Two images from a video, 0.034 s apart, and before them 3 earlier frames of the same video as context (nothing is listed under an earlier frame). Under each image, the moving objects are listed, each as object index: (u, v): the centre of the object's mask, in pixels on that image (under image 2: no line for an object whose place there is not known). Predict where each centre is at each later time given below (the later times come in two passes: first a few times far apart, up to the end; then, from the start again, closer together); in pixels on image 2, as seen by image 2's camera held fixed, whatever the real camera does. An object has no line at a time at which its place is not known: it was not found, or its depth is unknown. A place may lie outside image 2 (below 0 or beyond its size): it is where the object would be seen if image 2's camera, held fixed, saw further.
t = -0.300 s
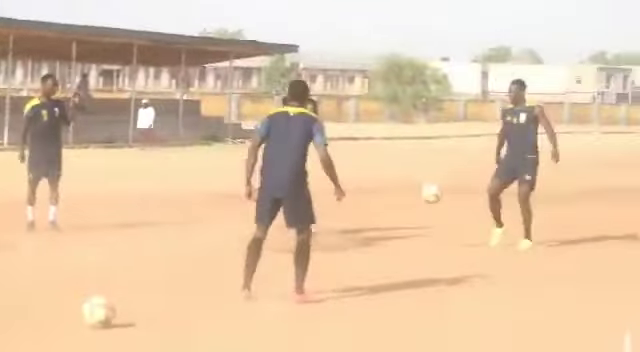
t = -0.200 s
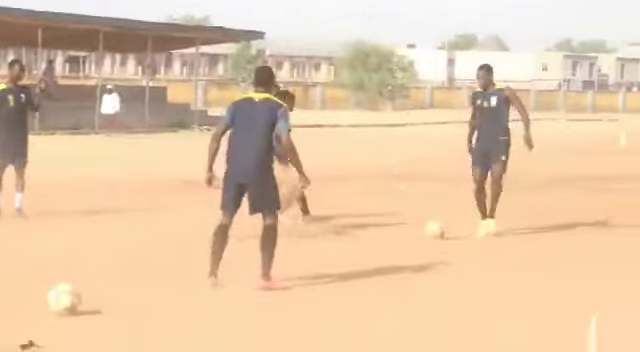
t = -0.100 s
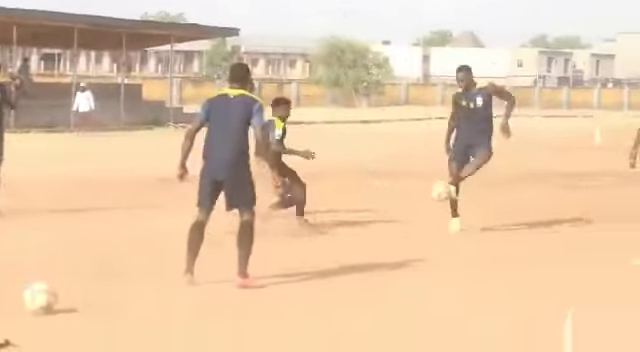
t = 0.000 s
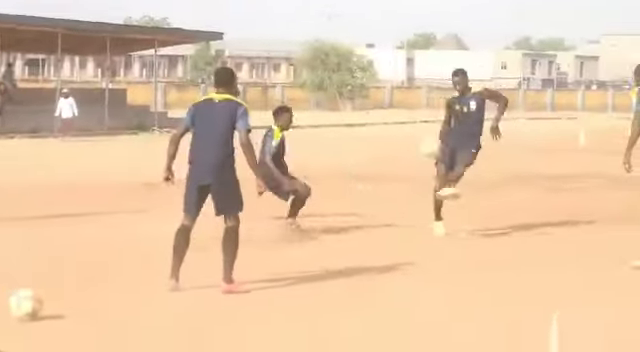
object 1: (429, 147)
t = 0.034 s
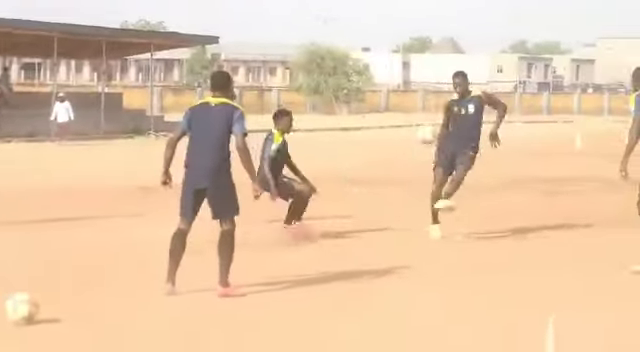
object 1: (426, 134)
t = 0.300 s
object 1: (431, 37)
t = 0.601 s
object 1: (427, -6)
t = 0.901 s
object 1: (421, 64)
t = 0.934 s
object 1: (419, 80)
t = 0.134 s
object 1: (427, 89)
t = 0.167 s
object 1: (433, 79)
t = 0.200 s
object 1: (428, 65)
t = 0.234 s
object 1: (428, 53)
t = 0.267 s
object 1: (433, 46)
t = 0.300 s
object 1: (431, 37)
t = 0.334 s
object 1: (430, 28)
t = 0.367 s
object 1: (430, 20)
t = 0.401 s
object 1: (430, 13)
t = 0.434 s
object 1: (429, 6)
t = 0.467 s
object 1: (427, 2)
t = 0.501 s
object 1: (427, -1)
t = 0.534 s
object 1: (427, -3)
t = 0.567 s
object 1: (427, -5)
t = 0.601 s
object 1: (427, -6)
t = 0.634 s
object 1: (426, -3)
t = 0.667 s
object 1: (426, -1)
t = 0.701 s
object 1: (424, 4)
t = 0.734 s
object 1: (425, 11)
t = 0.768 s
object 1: (425, 18)
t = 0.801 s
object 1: (426, 27)
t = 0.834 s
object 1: (423, 38)
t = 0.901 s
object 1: (421, 64)
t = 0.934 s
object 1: (419, 80)
